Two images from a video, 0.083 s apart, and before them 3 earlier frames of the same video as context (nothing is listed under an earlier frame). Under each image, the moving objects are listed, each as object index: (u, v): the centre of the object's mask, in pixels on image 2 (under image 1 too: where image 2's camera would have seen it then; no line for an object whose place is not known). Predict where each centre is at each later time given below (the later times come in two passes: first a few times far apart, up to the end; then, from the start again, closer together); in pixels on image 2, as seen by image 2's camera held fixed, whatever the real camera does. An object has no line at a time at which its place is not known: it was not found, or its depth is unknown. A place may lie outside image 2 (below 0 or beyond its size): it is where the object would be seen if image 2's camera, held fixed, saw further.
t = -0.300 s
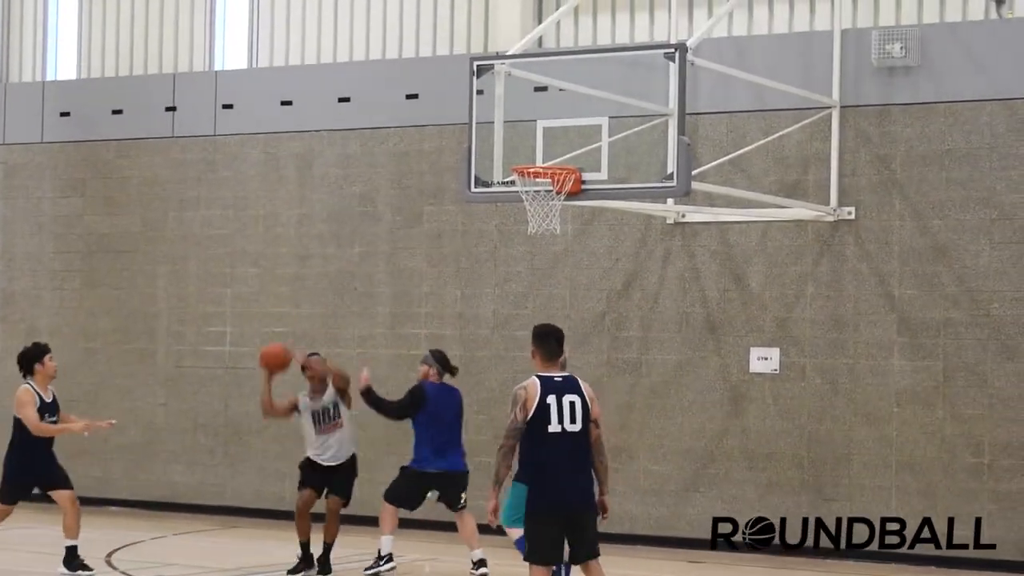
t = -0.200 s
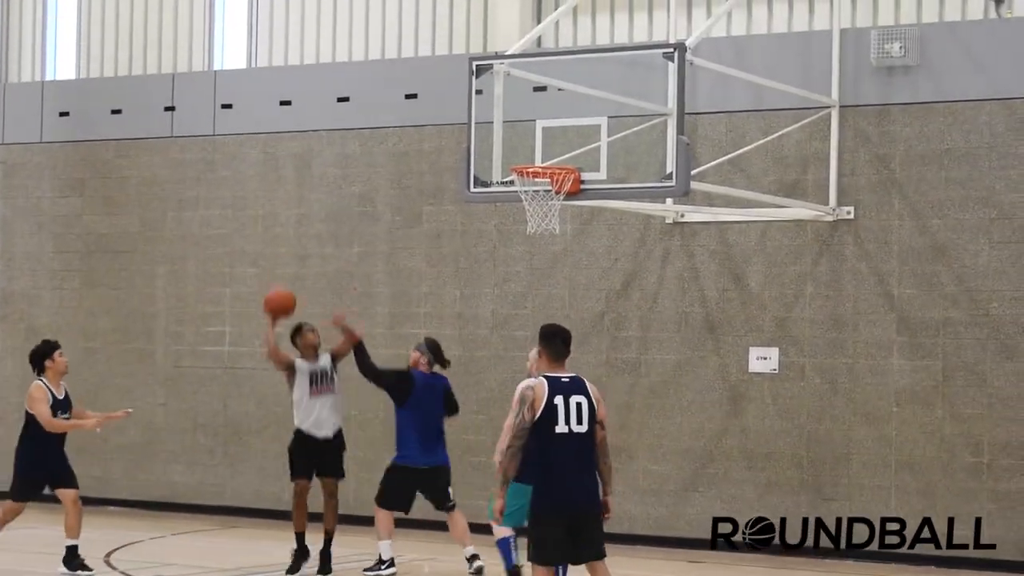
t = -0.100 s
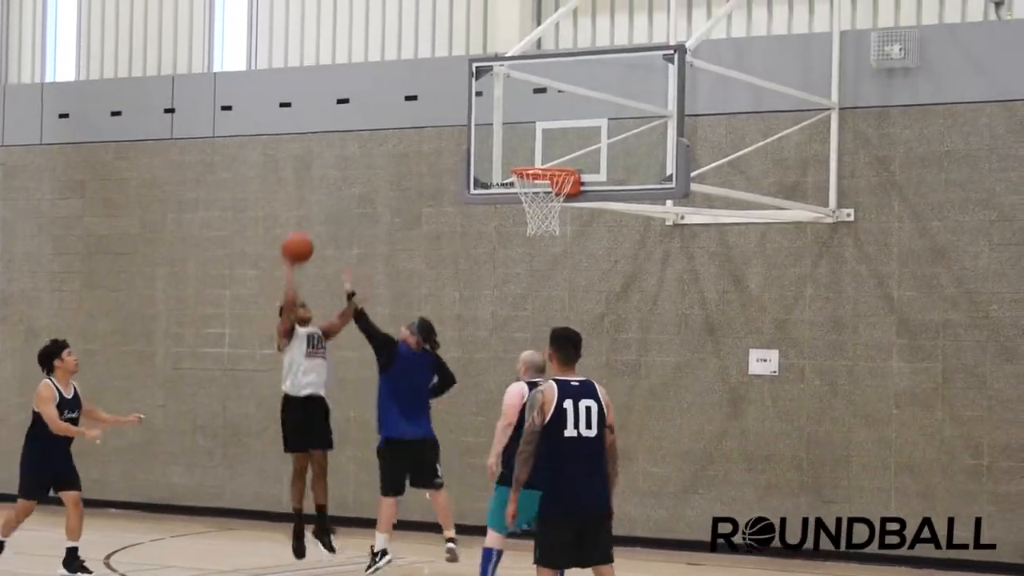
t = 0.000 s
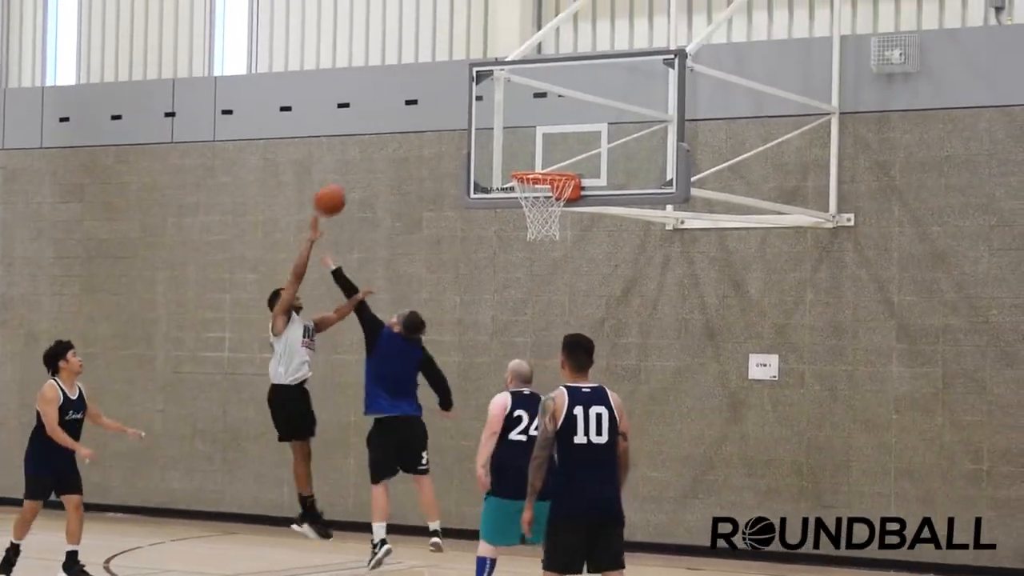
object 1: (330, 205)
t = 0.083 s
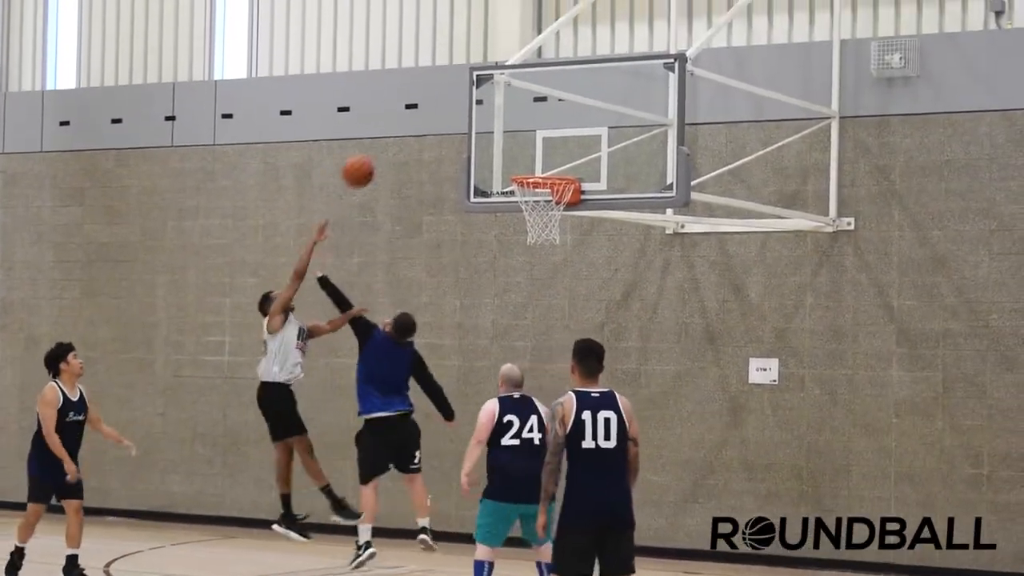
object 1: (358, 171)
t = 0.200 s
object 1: (398, 142)
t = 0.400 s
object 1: (466, 131)
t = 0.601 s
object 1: (534, 167)
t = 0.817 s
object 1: (574, 220)
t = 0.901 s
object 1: (579, 236)
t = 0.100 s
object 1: (363, 167)
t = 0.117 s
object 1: (369, 161)
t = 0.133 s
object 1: (375, 157)
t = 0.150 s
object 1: (381, 153)
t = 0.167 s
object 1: (387, 149)
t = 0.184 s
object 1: (392, 145)
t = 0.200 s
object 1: (398, 142)
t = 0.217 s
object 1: (404, 138)
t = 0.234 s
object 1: (409, 136)
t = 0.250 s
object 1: (415, 135)
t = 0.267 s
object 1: (421, 132)
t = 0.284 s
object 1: (426, 131)
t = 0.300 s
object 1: (432, 130)
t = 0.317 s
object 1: (438, 129)
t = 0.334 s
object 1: (444, 129)
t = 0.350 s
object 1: (449, 129)
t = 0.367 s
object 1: (454, 129)
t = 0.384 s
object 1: (460, 130)
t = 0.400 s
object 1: (466, 131)
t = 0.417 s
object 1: (473, 133)
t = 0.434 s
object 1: (478, 134)
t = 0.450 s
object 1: (483, 137)
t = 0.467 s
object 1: (489, 139)
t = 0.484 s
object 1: (495, 142)
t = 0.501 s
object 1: (501, 146)
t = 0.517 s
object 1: (506, 150)
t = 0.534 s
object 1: (512, 153)
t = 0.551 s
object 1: (517, 158)
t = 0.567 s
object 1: (523, 162)
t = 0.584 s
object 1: (528, 165)
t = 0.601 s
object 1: (534, 167)
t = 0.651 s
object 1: (551, 194)
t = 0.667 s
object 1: (556, 199)
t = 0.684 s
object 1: (561, 201)
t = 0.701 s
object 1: (563, 204)
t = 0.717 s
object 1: (564, 210)
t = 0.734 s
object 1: (567, 213)
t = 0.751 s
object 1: (569, 214)
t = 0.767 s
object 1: (570, 215)
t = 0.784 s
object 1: (572, 218)
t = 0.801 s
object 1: (573, 219)
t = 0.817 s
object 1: (574, 220)
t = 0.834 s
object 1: (575, 222)
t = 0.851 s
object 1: (576, 225)
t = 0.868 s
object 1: (577, 229)
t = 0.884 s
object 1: (578, 232)
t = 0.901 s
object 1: (579, 236)
